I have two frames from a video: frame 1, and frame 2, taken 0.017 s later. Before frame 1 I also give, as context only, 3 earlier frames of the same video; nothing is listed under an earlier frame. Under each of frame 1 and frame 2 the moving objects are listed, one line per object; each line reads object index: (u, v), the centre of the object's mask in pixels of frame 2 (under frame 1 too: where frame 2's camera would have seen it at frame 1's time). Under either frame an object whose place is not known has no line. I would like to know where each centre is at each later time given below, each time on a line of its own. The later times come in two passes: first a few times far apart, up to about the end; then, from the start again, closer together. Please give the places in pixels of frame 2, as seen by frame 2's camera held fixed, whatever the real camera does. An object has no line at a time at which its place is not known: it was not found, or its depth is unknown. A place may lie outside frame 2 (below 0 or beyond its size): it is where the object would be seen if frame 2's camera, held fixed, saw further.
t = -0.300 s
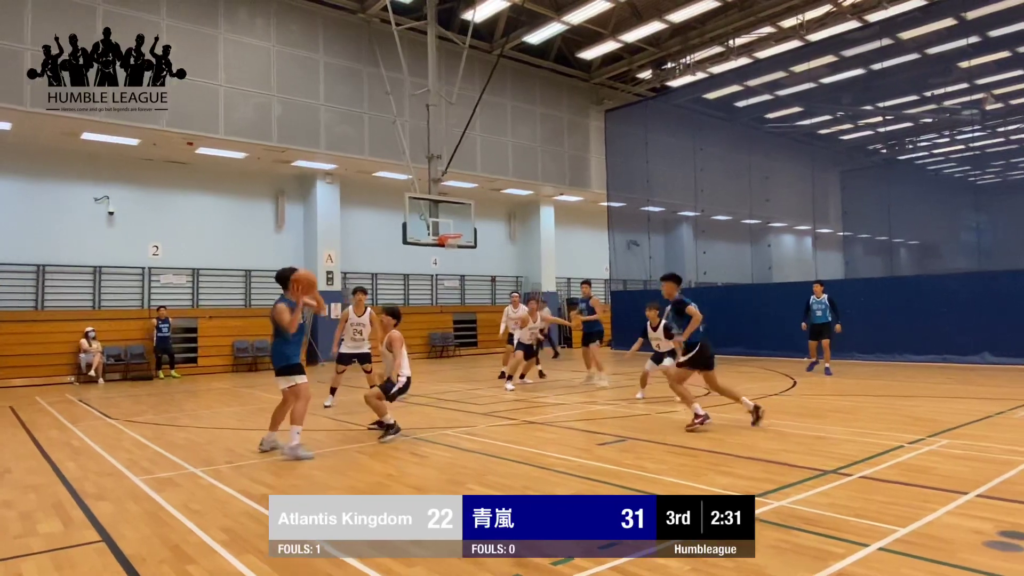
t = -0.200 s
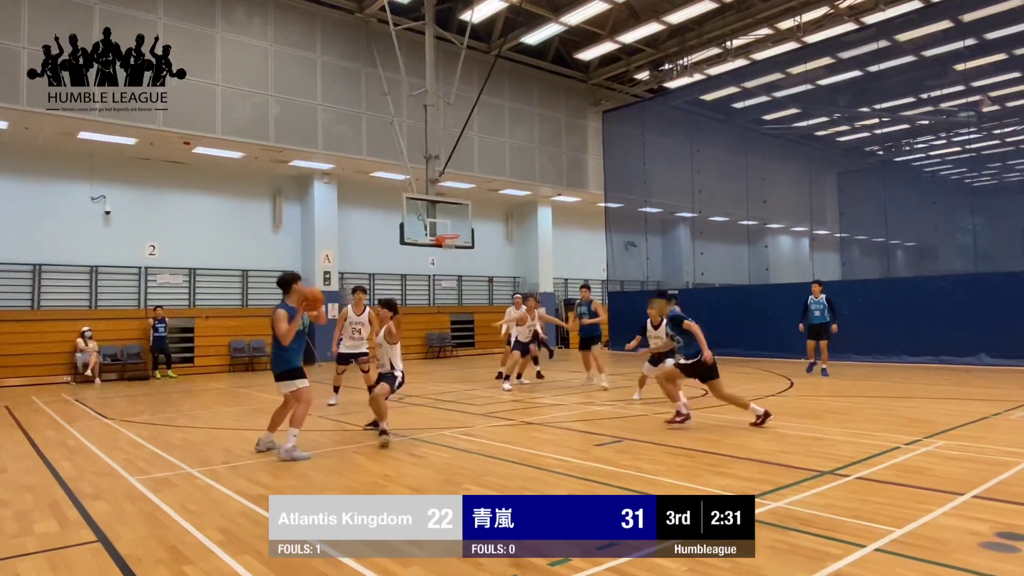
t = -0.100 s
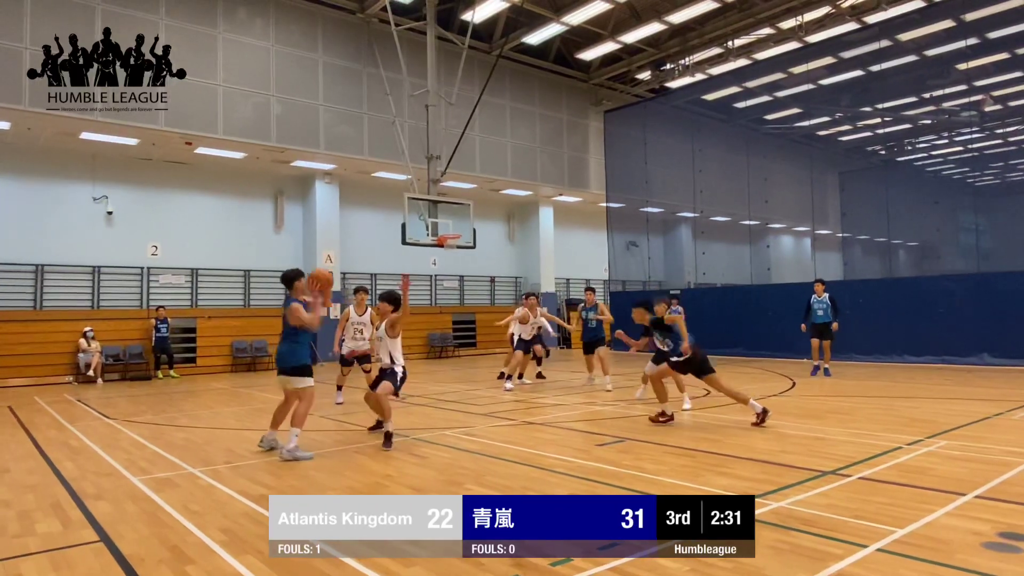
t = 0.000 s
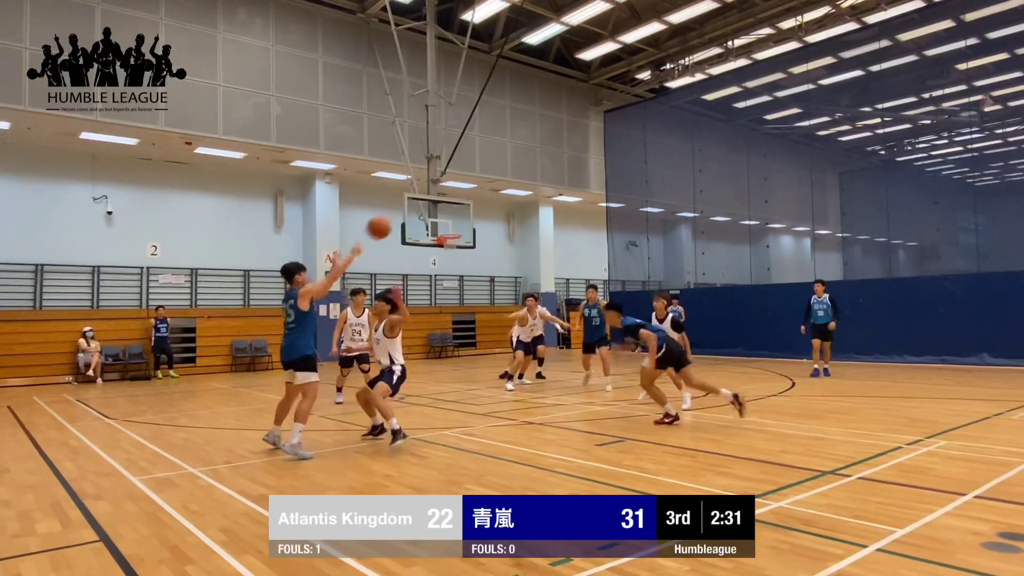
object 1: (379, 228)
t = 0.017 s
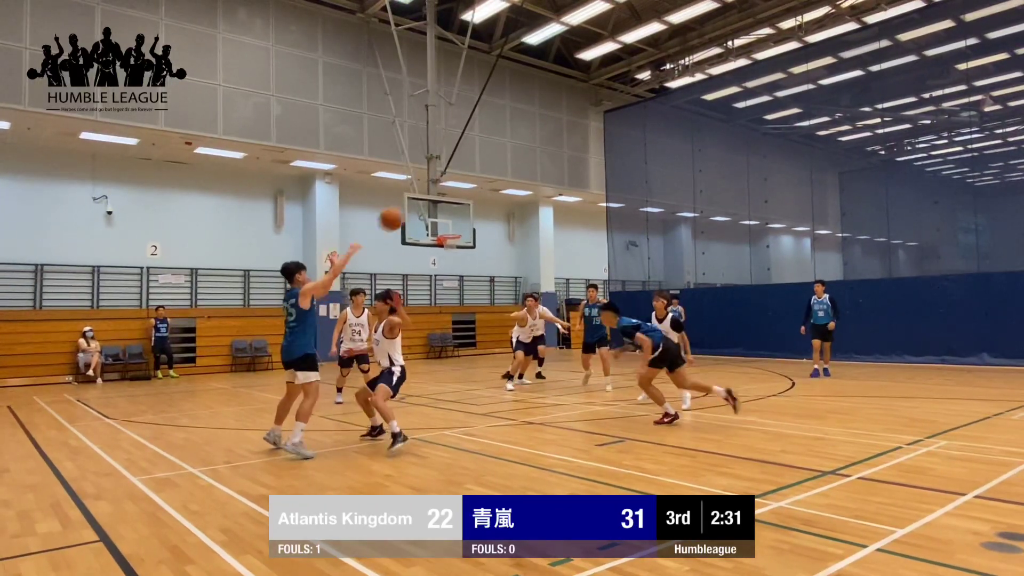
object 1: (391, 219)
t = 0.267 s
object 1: (547, 140)
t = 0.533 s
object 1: (669, 123)
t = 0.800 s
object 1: (762, 151)
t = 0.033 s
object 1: (403, 212)
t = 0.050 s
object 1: (415, 204)
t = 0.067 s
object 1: (427, 197)
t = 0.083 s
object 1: (438, 191)
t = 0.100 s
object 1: (449, 185)
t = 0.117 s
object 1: (461, 178)
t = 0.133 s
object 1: (471, 173)
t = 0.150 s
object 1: (481, 168)
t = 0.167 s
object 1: (491, 163)
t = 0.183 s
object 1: (501, 158)
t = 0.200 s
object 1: (511, 155)
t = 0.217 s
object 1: (520, 150)
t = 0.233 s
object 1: (529, 147)
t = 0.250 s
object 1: (539, 143)
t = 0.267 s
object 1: (547, 140)
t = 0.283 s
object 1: (556, 138)
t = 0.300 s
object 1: (564, 135)
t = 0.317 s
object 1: (573, 133)
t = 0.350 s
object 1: (589, 129)
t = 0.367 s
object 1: (597, 127)
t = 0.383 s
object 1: (604, 126)
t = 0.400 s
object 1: (612, 125)
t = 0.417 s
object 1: (620, 124)
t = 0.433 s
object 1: (627, 123)
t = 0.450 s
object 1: (634, 123)
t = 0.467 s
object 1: (641, 123)
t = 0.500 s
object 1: (655, 122)
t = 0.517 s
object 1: (661, 123)
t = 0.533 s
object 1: (669, 123)
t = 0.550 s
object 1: (675, 124)
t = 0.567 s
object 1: (681, 125)
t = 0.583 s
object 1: (688, 125)
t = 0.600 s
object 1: (694, 126)
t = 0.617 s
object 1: (700, 128)
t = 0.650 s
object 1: (712, 130)
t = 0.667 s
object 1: (718, 132)
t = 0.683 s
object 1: (723, 134)
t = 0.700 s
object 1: (729, 136)
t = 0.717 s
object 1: (735, 138)
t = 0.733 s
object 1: (741, 141)
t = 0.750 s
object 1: (746, 143)
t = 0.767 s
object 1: (752, 145)
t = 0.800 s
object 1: (762, 151)
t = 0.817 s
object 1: (767, 154)
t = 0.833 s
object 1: (773, 157)
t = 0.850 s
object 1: (777, 160)
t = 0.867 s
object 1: (783, 163)
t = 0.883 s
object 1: (788, 166)
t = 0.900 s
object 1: (792, 170)
